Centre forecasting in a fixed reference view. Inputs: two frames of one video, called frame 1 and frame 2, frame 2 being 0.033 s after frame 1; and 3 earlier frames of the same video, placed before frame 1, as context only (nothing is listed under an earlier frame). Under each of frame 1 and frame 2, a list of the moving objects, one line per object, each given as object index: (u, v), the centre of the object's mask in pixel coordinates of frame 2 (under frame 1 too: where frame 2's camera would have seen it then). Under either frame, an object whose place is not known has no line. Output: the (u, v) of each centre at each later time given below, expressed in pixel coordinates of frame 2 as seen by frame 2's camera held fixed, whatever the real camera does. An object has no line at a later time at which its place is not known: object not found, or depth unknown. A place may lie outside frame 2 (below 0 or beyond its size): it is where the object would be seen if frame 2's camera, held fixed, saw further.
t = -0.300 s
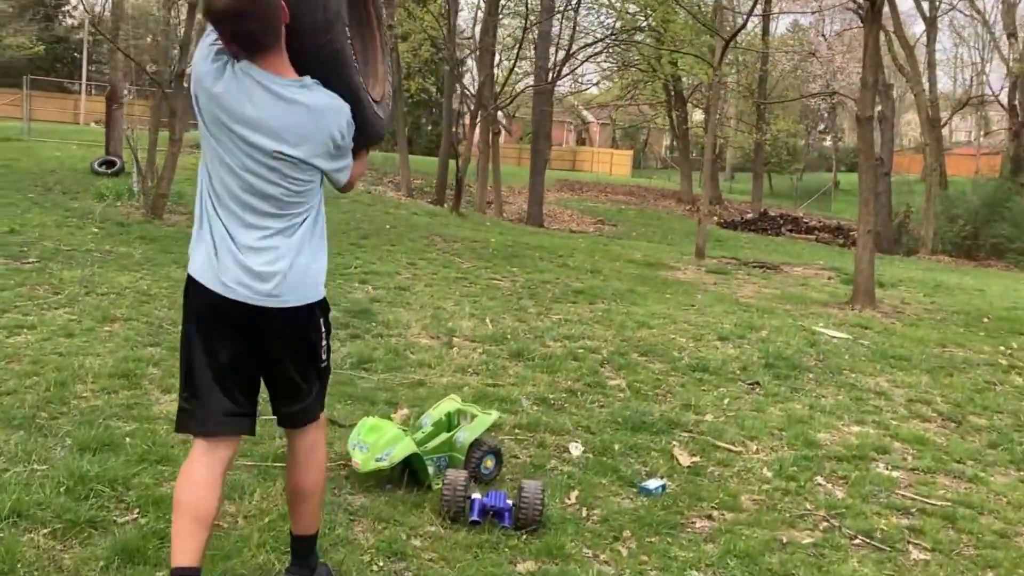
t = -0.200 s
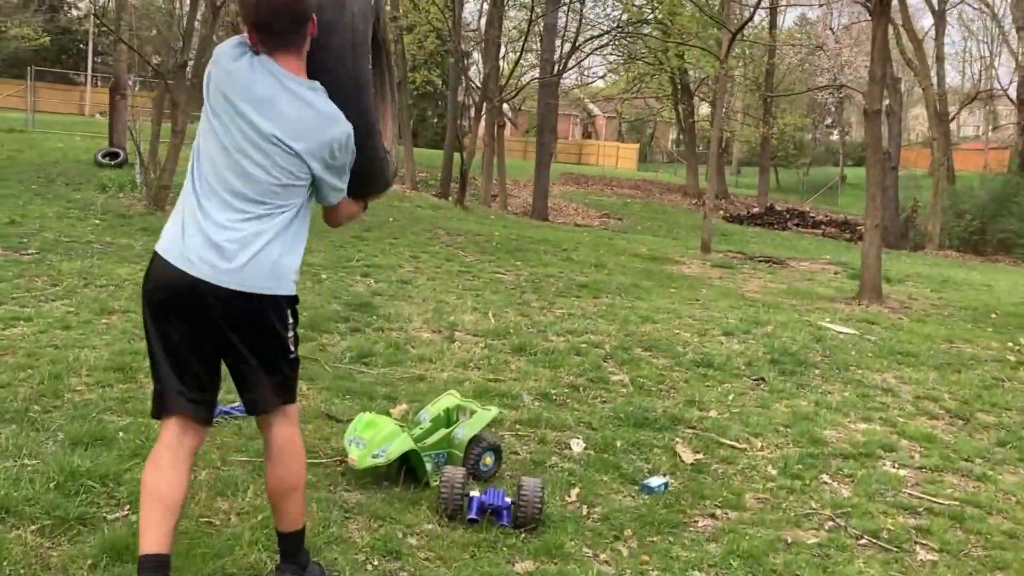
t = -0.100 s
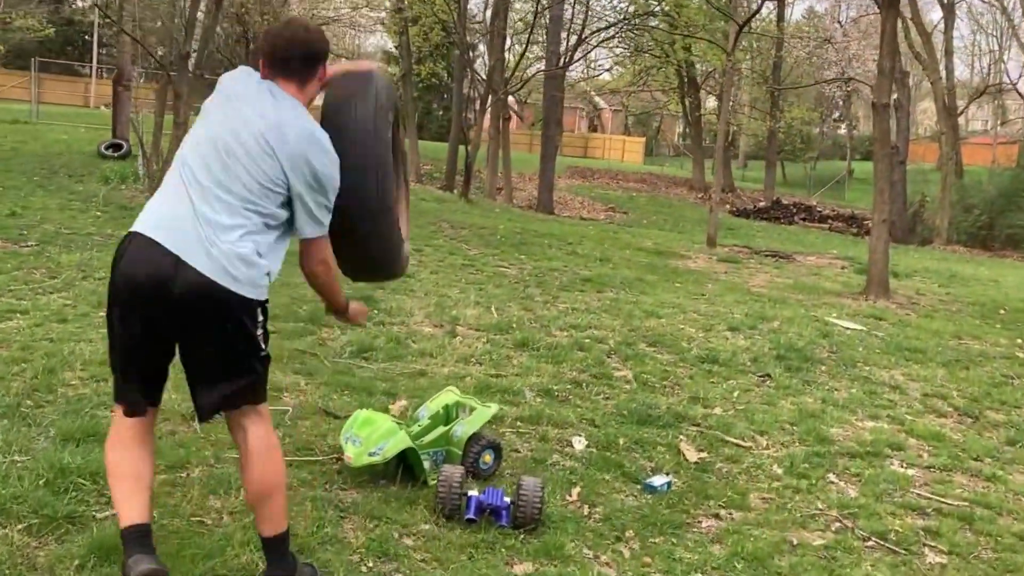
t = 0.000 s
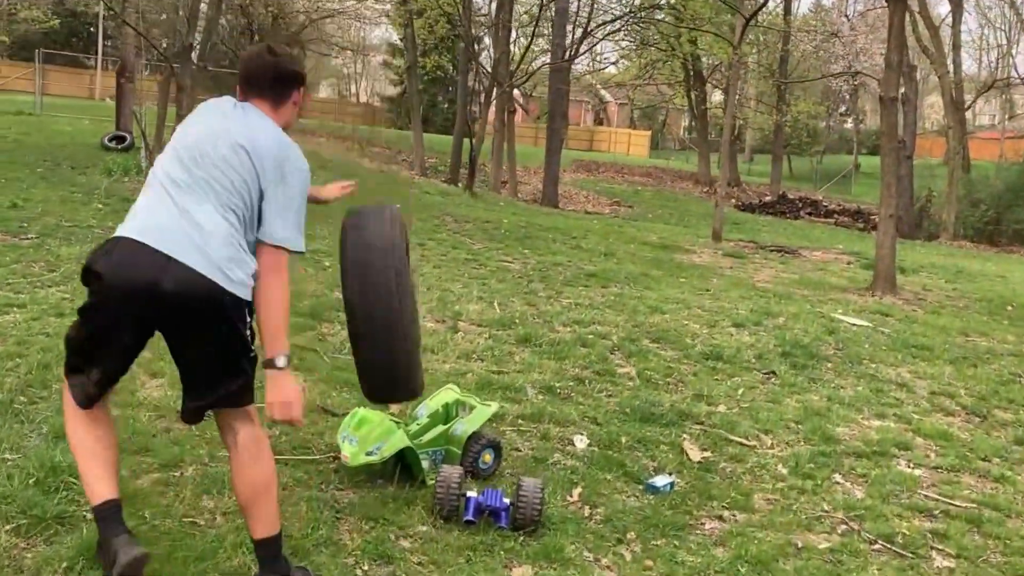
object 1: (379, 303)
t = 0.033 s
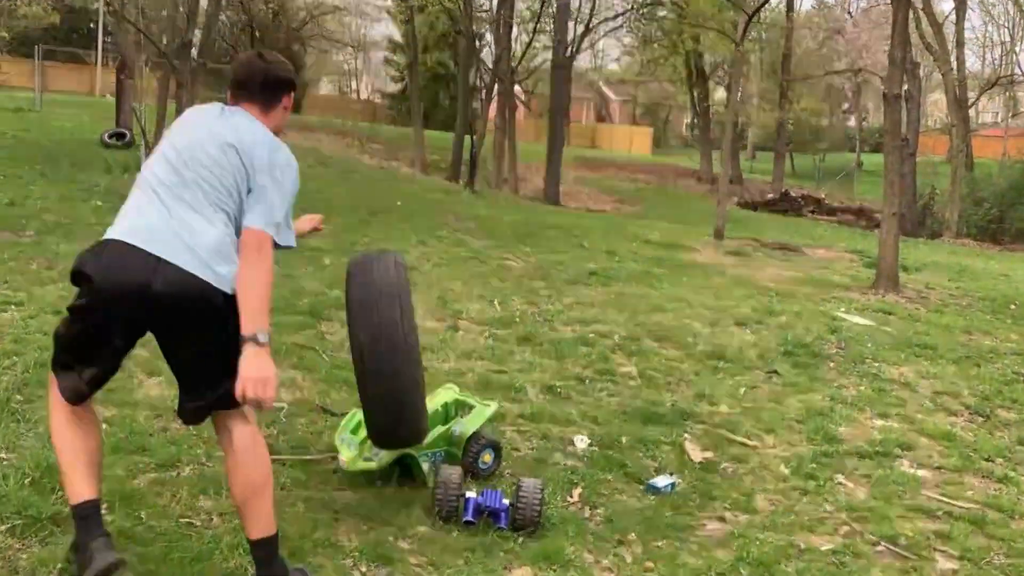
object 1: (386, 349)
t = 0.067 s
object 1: (391, 394)
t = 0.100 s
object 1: (402, 392)
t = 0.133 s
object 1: (420, 378)
